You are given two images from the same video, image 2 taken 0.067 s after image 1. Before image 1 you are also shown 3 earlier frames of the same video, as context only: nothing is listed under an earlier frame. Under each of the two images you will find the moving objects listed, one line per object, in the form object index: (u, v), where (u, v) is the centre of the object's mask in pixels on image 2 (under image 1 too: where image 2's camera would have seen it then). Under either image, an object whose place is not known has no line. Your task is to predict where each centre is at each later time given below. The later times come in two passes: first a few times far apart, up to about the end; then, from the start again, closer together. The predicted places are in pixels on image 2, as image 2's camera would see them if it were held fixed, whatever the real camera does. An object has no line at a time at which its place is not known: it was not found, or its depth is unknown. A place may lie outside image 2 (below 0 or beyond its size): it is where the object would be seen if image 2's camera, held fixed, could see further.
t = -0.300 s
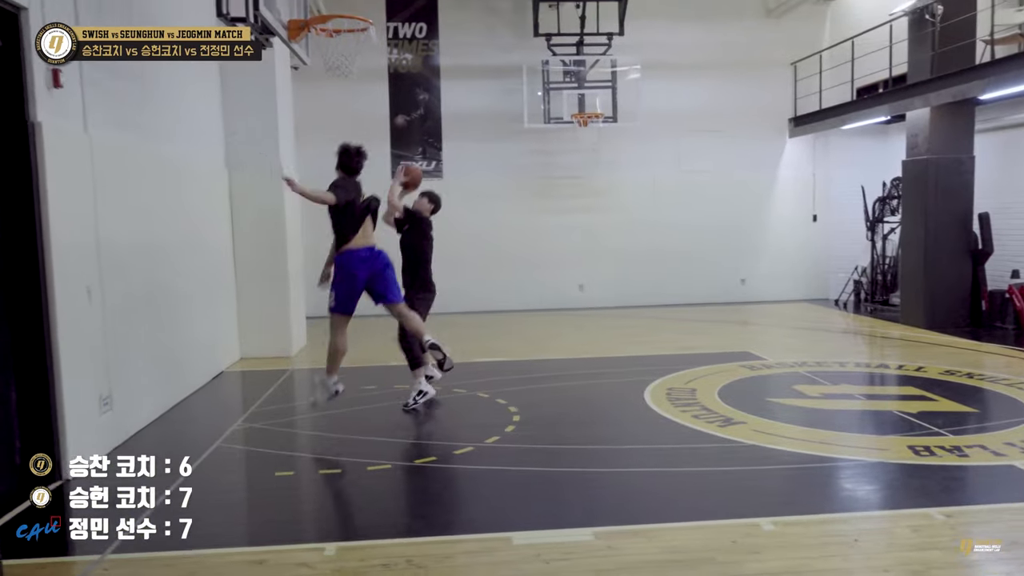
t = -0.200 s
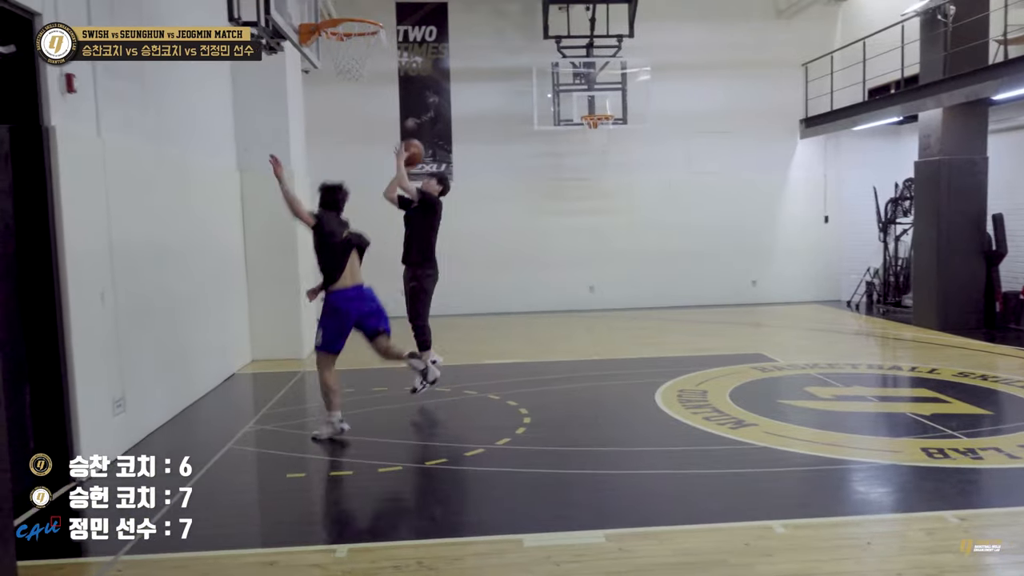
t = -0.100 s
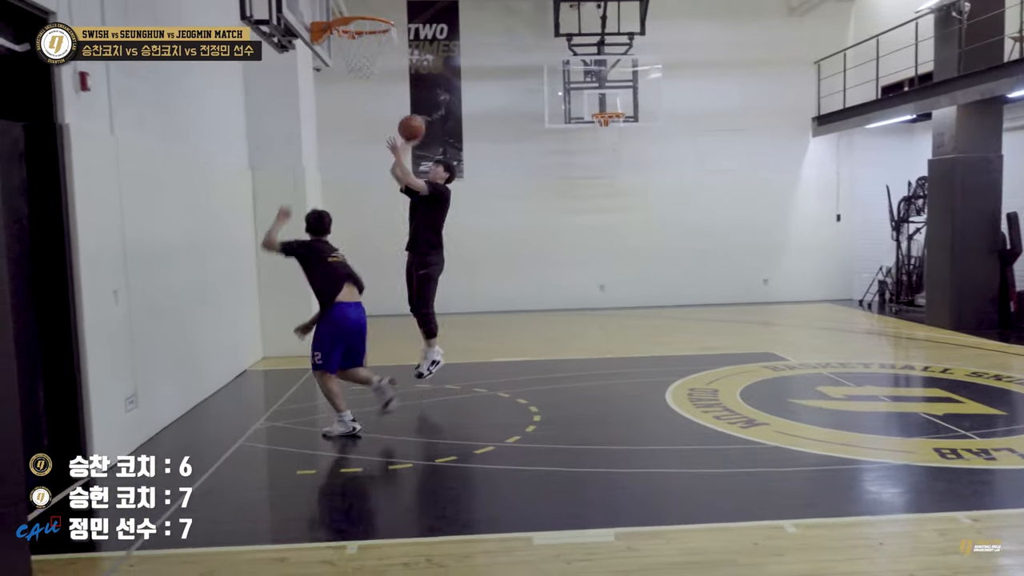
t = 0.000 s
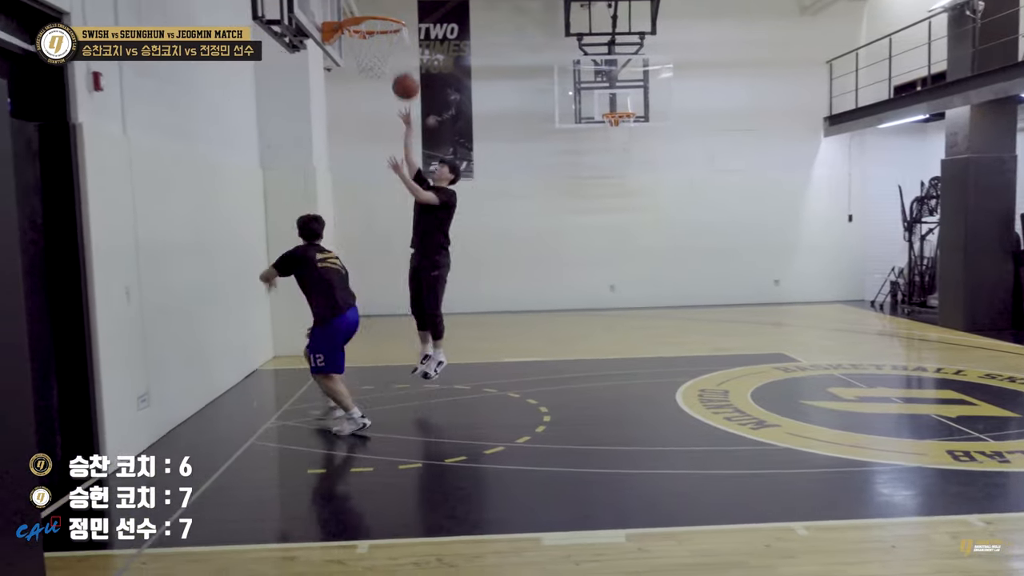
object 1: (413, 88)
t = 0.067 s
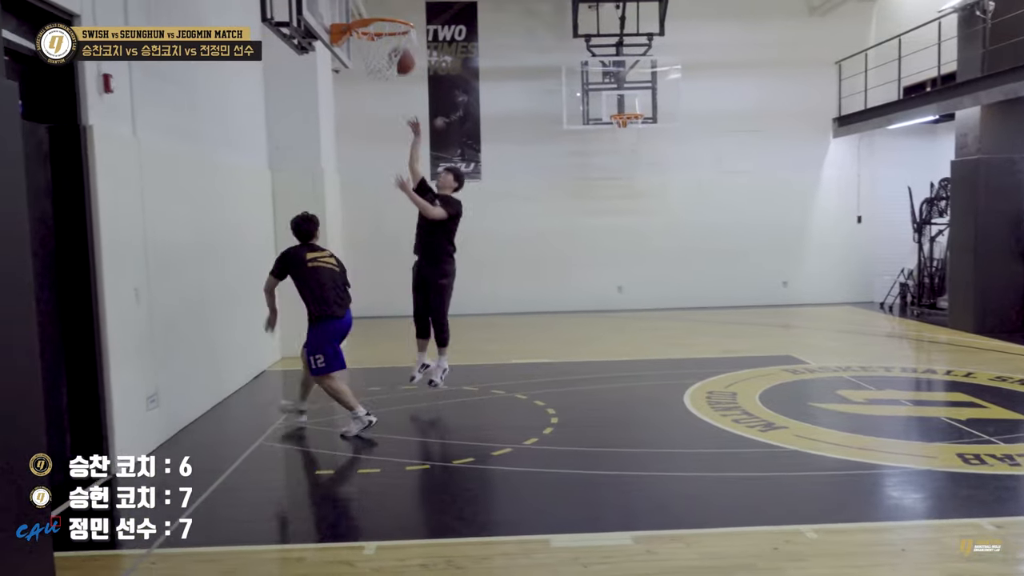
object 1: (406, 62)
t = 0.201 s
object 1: (374, 16)
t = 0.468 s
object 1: (373, 6)
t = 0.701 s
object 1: (400, 61)
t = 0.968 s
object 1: (404, 126)
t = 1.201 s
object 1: (409, 257)
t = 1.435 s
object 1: (410, 384)
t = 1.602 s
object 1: (396, 299)
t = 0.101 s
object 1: (394, 49)
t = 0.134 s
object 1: (388, 37)
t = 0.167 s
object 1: (383, 27)
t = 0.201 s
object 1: (374, 16)
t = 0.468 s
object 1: (373, 6)
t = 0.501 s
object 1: (377, 9)
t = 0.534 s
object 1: (382, 20)
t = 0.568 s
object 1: (386, 29)
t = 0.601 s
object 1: (391, 39)
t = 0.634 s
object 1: (396, 50)
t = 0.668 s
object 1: (399, 58)
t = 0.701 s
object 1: (400, 61)
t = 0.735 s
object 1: (402, 72)
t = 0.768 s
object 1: (402, 73)
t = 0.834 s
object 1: (402, 82)
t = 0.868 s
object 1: (403, 91)
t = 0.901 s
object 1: (404, 101)
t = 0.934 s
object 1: (404, 113)
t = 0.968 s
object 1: (404, 126)
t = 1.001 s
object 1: (404, 140)
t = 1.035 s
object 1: (405, 156)
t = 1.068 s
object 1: (406, 173)
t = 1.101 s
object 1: (407, 192)
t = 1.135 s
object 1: (407, 212)
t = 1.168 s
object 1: (408, 234)
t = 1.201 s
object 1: (409, 257)
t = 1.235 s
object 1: (410, 282)
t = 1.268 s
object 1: (410, 306)
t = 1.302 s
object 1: (411, 332)
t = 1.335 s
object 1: (412, 360)
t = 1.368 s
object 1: (413, 388)
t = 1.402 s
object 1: (412, 405)
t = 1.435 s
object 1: (410, 384)
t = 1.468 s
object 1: (407, 364)
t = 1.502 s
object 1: (404, 346)
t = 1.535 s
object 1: (401, 328)
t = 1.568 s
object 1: (399, 312)
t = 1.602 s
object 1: (396, 299)
